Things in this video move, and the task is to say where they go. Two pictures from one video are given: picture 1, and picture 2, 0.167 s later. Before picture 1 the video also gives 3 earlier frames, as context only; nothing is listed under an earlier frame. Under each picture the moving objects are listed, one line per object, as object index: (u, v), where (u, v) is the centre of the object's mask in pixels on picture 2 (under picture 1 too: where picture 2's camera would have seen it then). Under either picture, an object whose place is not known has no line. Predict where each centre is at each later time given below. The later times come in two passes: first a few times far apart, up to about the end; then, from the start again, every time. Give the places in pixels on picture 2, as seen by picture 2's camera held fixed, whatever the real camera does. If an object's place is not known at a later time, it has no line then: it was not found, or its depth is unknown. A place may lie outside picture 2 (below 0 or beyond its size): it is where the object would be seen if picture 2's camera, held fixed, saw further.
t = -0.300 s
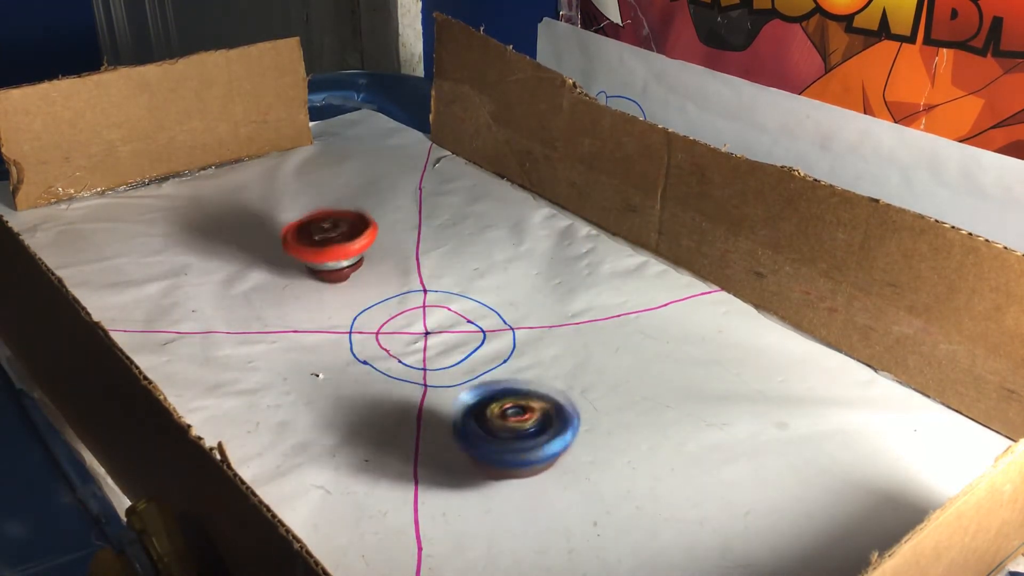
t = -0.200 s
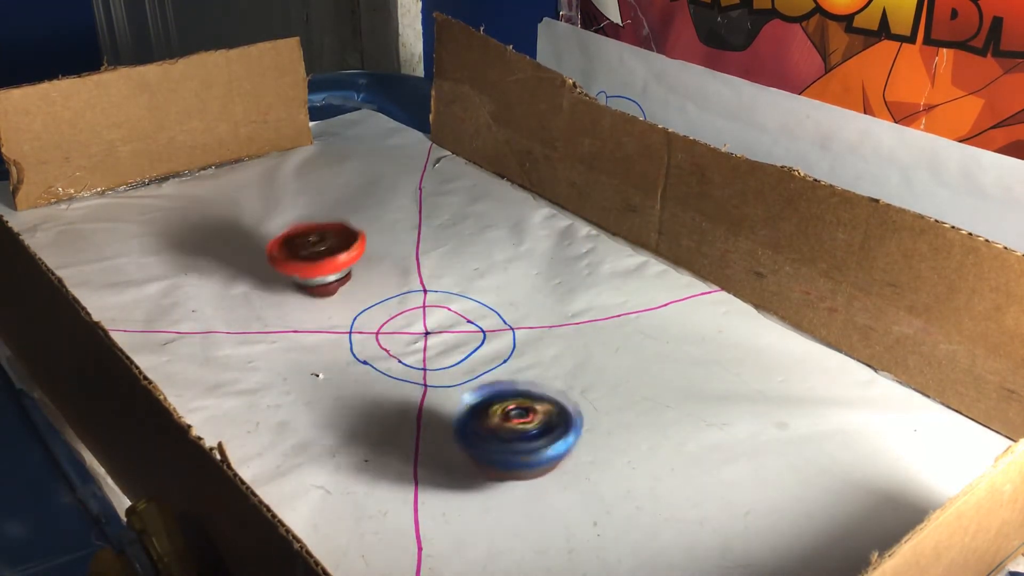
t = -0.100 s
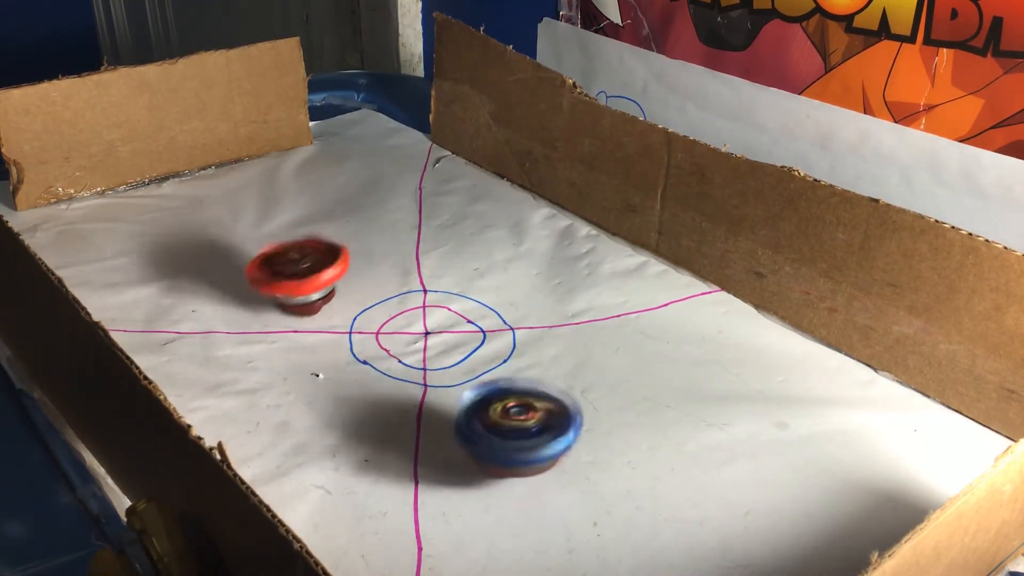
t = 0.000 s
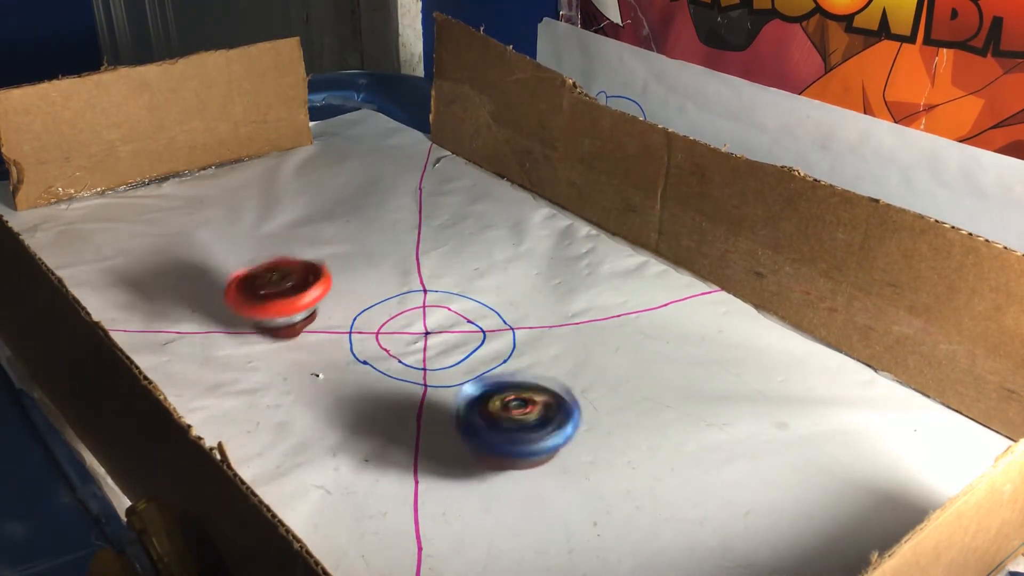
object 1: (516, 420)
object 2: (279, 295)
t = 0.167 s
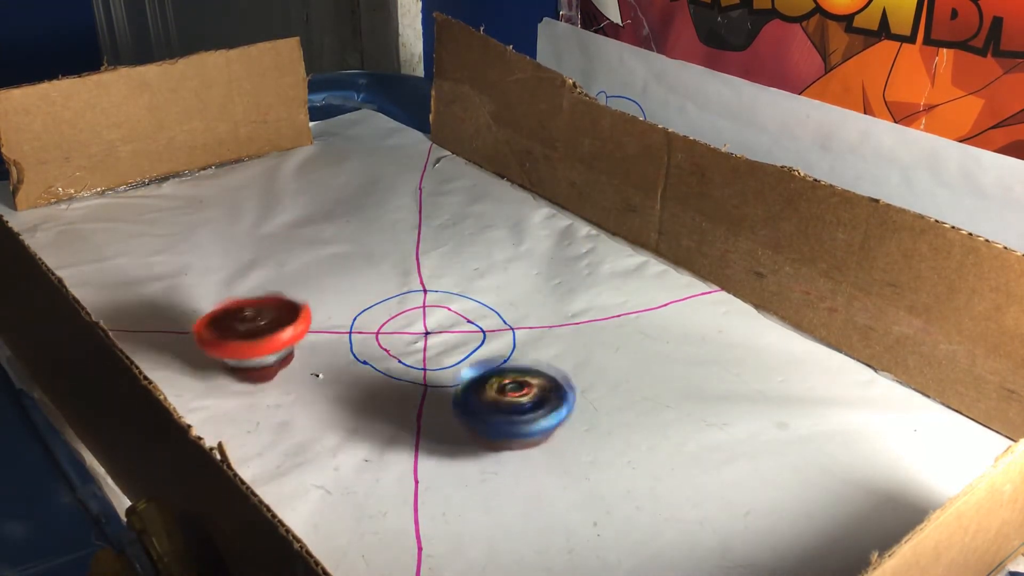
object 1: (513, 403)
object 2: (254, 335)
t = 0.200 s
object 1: (512, 399)
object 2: (251, 342)
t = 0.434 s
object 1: (504, 363)
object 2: (245, 389)
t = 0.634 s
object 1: (488, 331)
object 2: (255, 418)
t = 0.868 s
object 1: (459, 301)
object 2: (285, 439)
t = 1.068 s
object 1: (432, 288)
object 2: (331, 440)
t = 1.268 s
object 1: (399, 289)
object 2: (395, 431)
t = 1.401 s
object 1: (386, 294)
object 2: (444, 423)
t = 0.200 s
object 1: (512, 399)
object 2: (251, 342)
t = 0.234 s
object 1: (511, 393)
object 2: (249, 350)
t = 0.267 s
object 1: (511, 390)
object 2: (249, 356)
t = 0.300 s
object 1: (512, 385)
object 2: (248, 364)
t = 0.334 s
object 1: (512, 380)
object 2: (248, 370)
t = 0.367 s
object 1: (511, 375)
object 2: (247, 376)
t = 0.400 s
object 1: (507, 370)
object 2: (245, 383)
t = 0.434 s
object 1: (504, 363)
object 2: (245, 389)
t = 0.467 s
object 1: (501, 358)
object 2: (244, 394)
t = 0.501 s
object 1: (498, 352)
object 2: (244, 400)
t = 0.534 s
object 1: (496, 347)
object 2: (246, 405)
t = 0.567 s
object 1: (493, 342)
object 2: (248, 409)
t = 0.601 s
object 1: (492, 337)
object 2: (251, 414)
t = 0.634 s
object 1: (488, 331)
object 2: (255, 418)
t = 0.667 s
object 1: (485, 326)
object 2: (258, 422)
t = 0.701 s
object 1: (480, 322)
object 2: (261, 426)
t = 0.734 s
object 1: (477, 317)
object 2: (265, 428)
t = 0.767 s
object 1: (472, 312)
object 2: (270, 431)
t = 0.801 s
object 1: (468, 309)
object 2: (275, 434)
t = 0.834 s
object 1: (464, 305)
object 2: (279, 436)
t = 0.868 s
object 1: (459, 301)
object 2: (285, 439)
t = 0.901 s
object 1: (454, 298)
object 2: (291, 440)
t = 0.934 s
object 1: (449, 295)
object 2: (296, 440)
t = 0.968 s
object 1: (445, 294)
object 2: (305, 441)
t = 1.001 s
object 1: (440, 292)
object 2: (313, 440)
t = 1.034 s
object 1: (435, 290)
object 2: (321, 441)
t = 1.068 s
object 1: (432, 288)
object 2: (331, 440)
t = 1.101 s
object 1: (426, 288)
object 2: (341, 439)
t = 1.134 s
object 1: (419, 287)
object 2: (351, 438)
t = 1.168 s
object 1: (414, 288)
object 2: (362, 436)
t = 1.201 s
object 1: (409, 287)
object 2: (372, 434)
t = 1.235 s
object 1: (404, 287)
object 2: (384, 433)
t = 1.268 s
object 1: (399, 289)
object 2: (395, 431)
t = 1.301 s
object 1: (395, 289)
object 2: (407, 429)
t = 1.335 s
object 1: (391, 290)
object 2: (419, 427)
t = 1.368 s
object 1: (388, 292)
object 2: (431, 425)
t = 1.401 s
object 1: (386, 294)
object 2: (444, 423)
